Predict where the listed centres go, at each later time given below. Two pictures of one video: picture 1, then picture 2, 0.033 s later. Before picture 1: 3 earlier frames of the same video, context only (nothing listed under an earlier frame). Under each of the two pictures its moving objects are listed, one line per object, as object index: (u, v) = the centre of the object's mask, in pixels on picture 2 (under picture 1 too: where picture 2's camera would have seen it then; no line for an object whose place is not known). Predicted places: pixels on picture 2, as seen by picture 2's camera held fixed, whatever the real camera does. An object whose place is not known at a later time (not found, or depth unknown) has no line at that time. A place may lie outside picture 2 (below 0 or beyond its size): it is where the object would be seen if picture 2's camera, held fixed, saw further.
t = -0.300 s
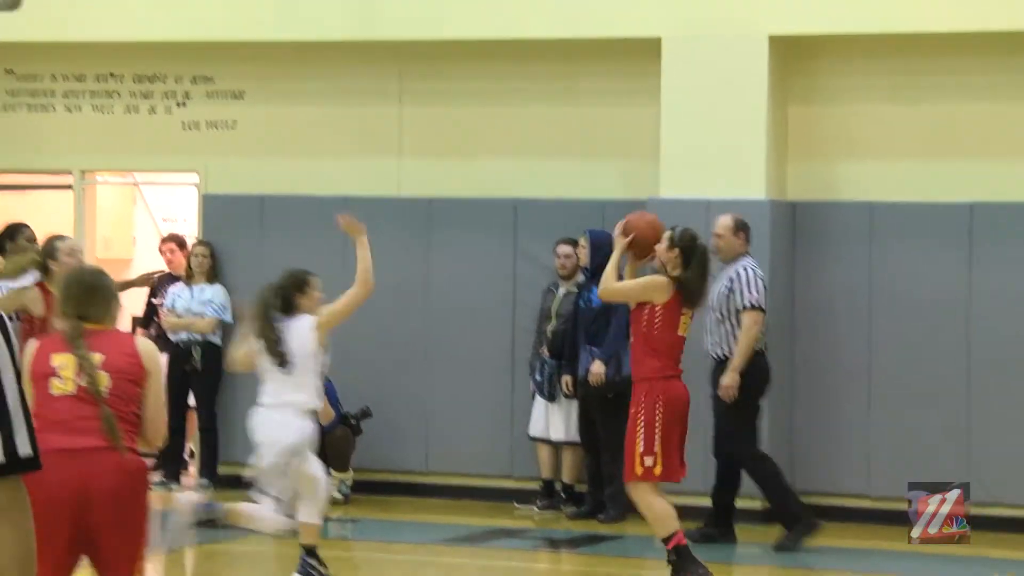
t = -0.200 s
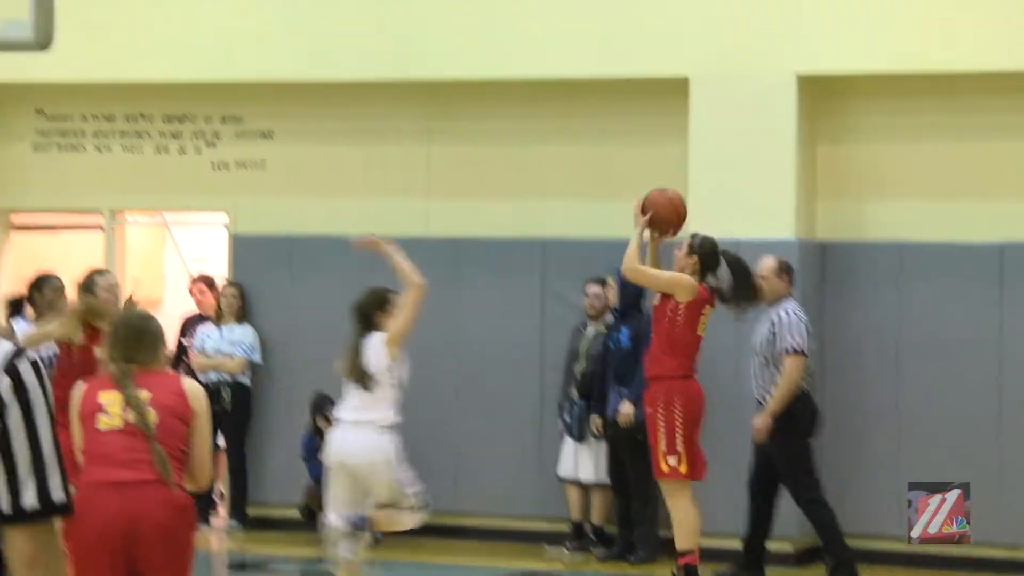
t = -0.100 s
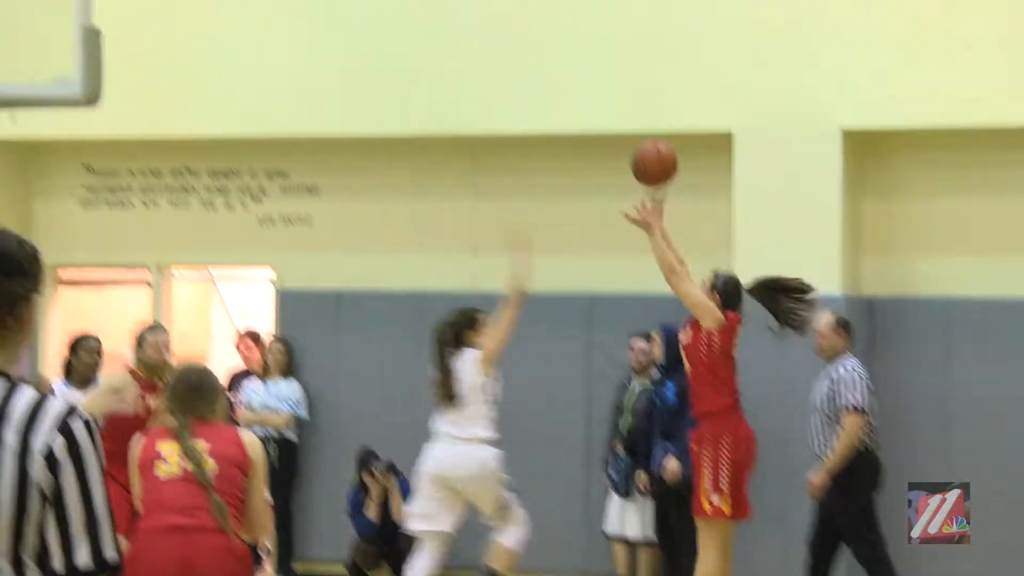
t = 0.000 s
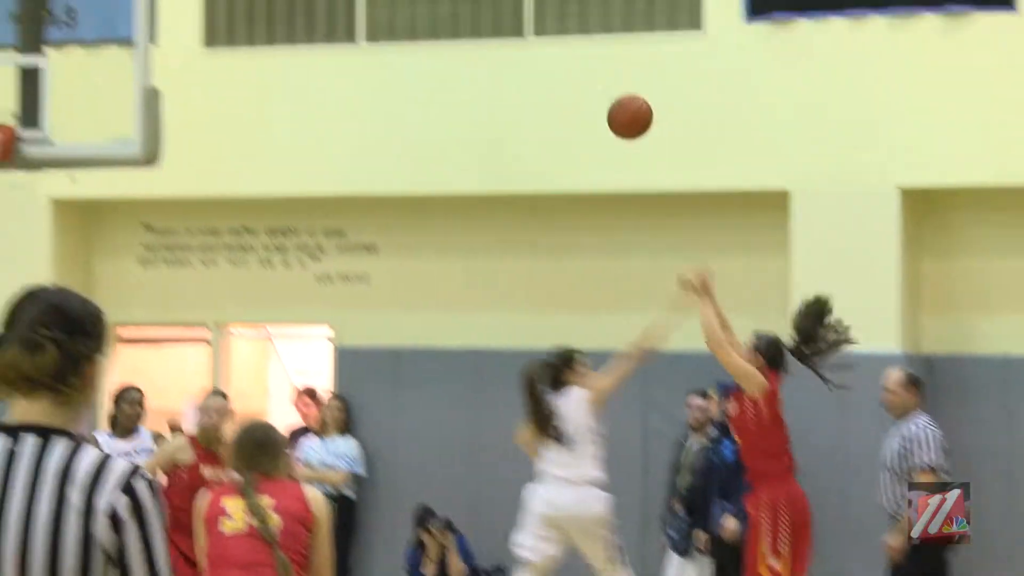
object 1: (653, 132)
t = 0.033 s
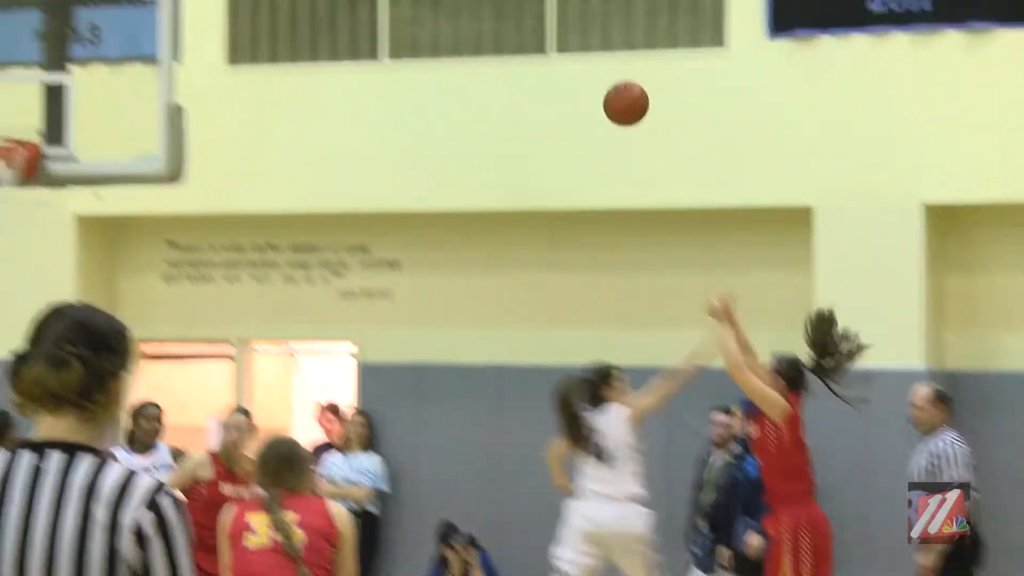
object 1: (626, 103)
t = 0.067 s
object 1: (599, 76)
